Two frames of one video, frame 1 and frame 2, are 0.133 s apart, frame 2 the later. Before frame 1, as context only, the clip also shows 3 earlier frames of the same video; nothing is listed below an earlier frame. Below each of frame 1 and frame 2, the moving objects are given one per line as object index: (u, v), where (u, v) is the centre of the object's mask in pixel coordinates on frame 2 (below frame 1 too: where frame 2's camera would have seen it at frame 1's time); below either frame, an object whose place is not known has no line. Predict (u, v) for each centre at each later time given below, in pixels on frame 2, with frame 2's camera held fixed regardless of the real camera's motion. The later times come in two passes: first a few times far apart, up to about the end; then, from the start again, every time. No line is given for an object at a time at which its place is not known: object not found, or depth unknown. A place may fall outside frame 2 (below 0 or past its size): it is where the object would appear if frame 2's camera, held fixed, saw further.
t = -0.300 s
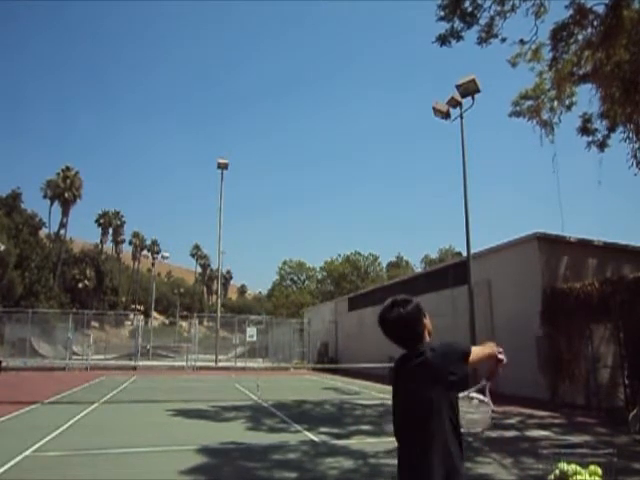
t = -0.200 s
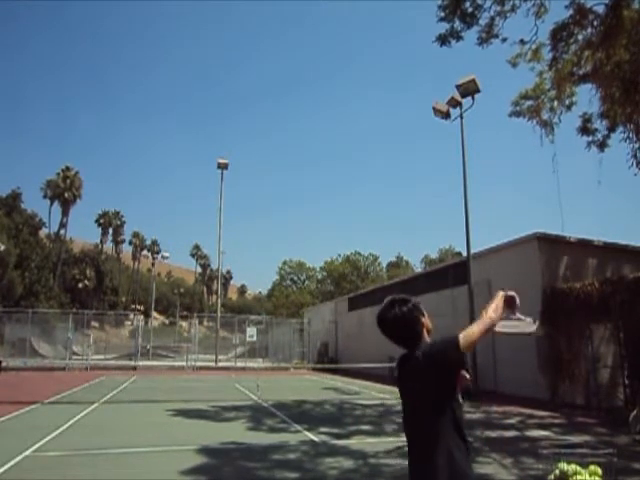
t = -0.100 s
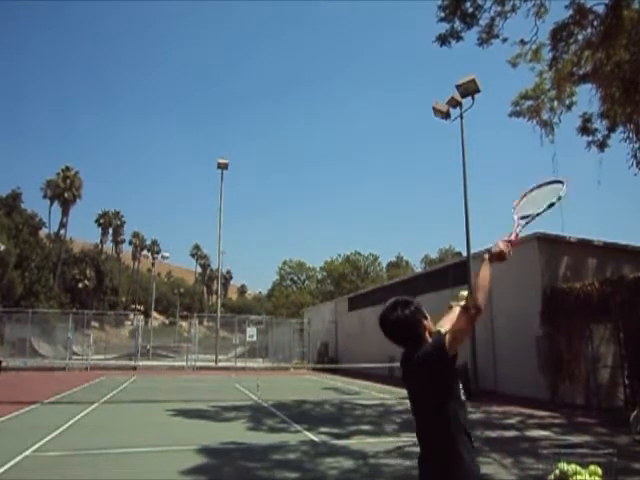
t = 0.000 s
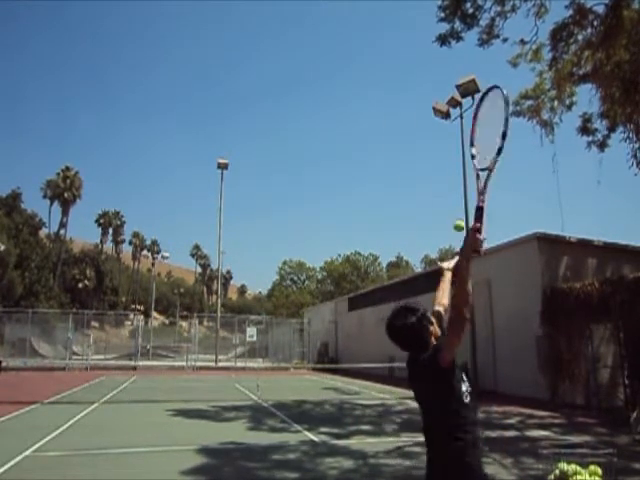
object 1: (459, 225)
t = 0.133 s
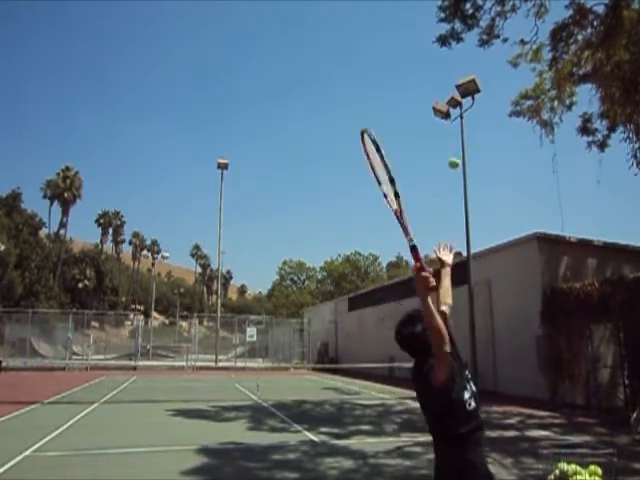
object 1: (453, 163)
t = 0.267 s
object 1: (449, 130)
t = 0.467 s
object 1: (444, 131)
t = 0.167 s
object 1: (452, 151)
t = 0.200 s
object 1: (451, 142)
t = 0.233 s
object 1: (449, 135)
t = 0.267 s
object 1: (449, 130)
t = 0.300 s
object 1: (448, 126)
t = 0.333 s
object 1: (446, 123)
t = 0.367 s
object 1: (446, 123)
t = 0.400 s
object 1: (445, 124)
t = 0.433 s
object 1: (445, 126)
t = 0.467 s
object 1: (444, 131)
